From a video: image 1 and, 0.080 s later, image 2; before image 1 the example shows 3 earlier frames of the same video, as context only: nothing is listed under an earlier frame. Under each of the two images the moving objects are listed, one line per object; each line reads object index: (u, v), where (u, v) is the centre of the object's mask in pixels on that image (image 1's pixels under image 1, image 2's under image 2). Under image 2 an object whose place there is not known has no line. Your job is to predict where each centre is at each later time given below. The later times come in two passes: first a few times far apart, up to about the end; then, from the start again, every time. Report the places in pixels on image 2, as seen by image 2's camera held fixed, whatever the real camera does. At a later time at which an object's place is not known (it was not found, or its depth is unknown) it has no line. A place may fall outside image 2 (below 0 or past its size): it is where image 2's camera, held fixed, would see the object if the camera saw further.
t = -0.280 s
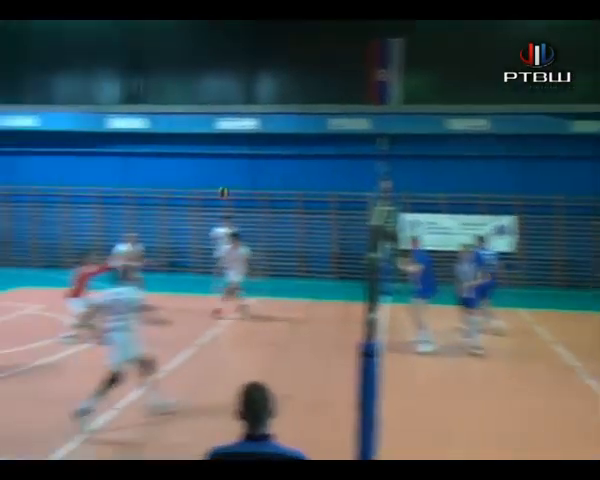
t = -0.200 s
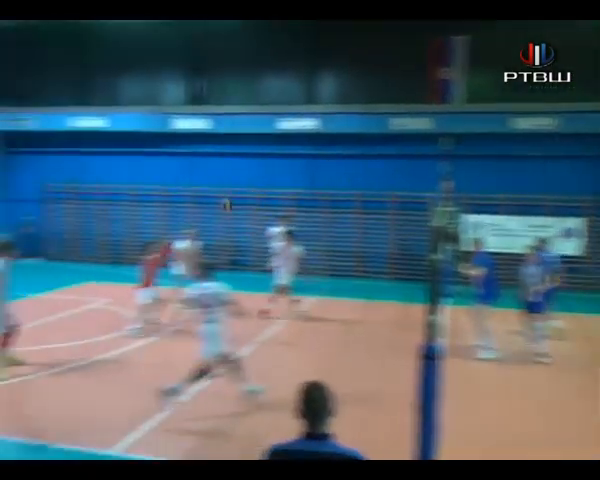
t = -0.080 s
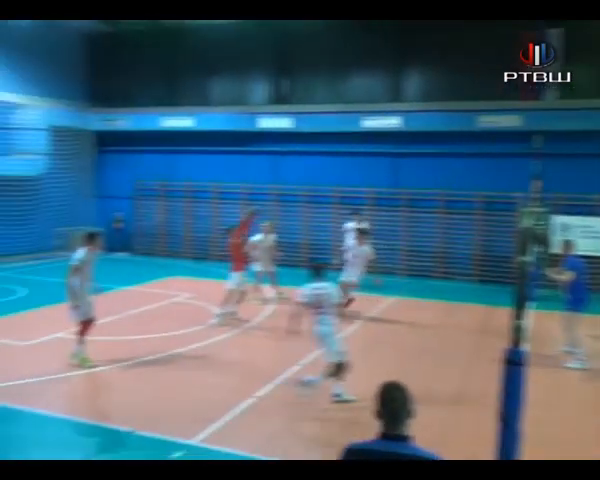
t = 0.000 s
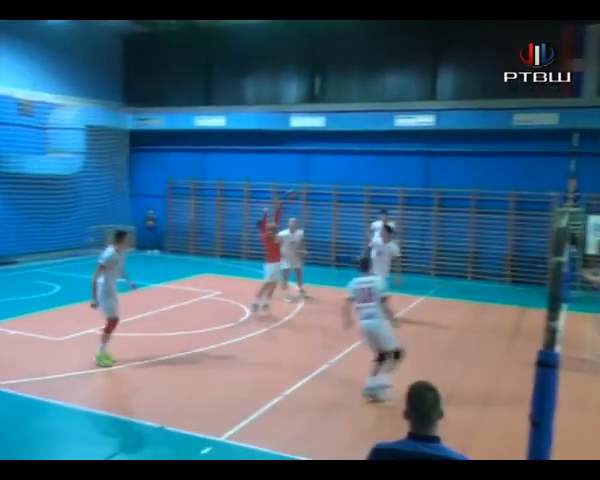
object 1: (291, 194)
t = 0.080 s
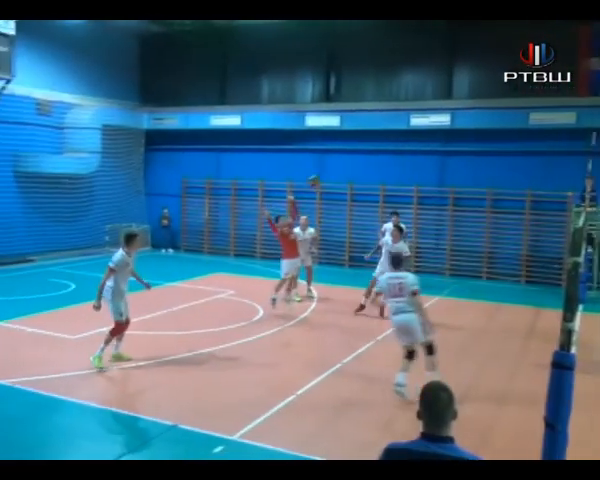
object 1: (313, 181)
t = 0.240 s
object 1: (329, 164)
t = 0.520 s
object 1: (357, 169)
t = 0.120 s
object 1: (317, 175)
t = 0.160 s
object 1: (320, 170)
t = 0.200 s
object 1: (324, 166)
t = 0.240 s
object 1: (329, 164)
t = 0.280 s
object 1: (332, 162)
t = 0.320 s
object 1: (335, 161)
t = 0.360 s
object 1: (341, 161)
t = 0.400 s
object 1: (344, 161)
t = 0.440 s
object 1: (348, 162)
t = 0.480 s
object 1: (352, 165)
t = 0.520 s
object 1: (357, 169)
